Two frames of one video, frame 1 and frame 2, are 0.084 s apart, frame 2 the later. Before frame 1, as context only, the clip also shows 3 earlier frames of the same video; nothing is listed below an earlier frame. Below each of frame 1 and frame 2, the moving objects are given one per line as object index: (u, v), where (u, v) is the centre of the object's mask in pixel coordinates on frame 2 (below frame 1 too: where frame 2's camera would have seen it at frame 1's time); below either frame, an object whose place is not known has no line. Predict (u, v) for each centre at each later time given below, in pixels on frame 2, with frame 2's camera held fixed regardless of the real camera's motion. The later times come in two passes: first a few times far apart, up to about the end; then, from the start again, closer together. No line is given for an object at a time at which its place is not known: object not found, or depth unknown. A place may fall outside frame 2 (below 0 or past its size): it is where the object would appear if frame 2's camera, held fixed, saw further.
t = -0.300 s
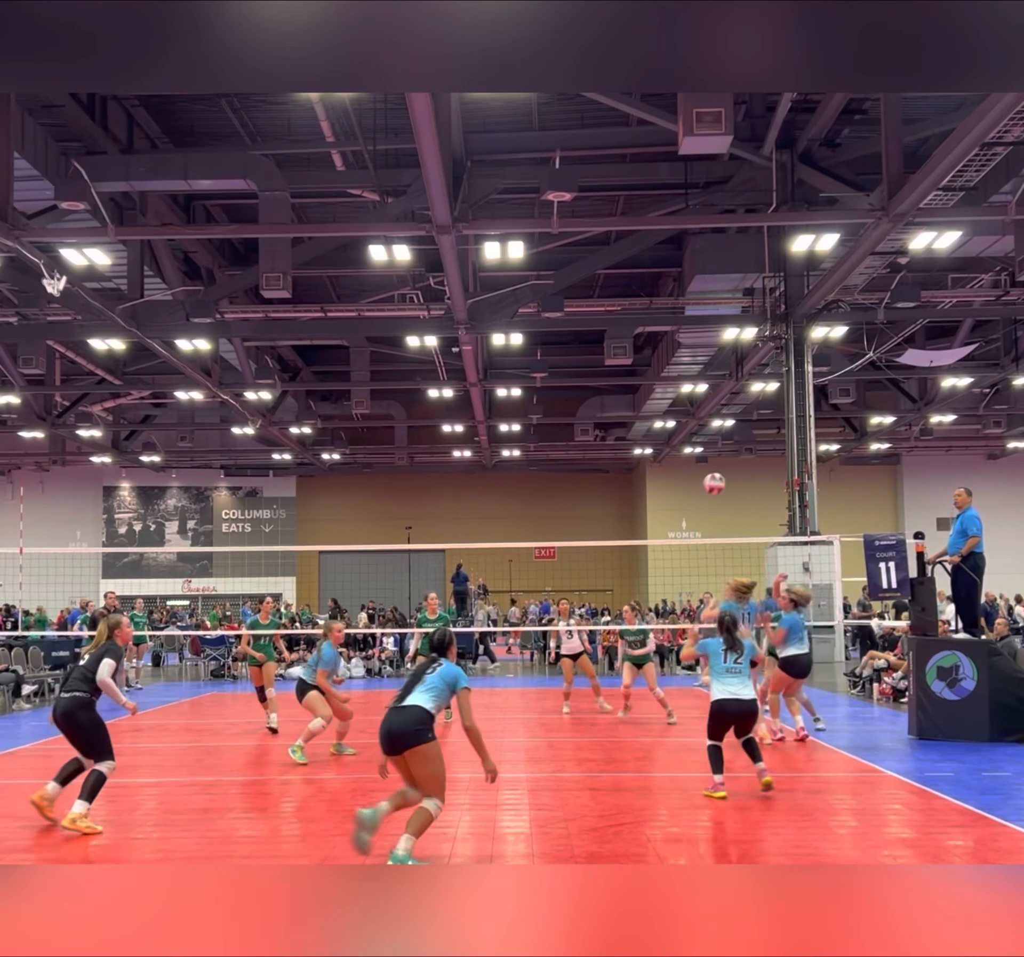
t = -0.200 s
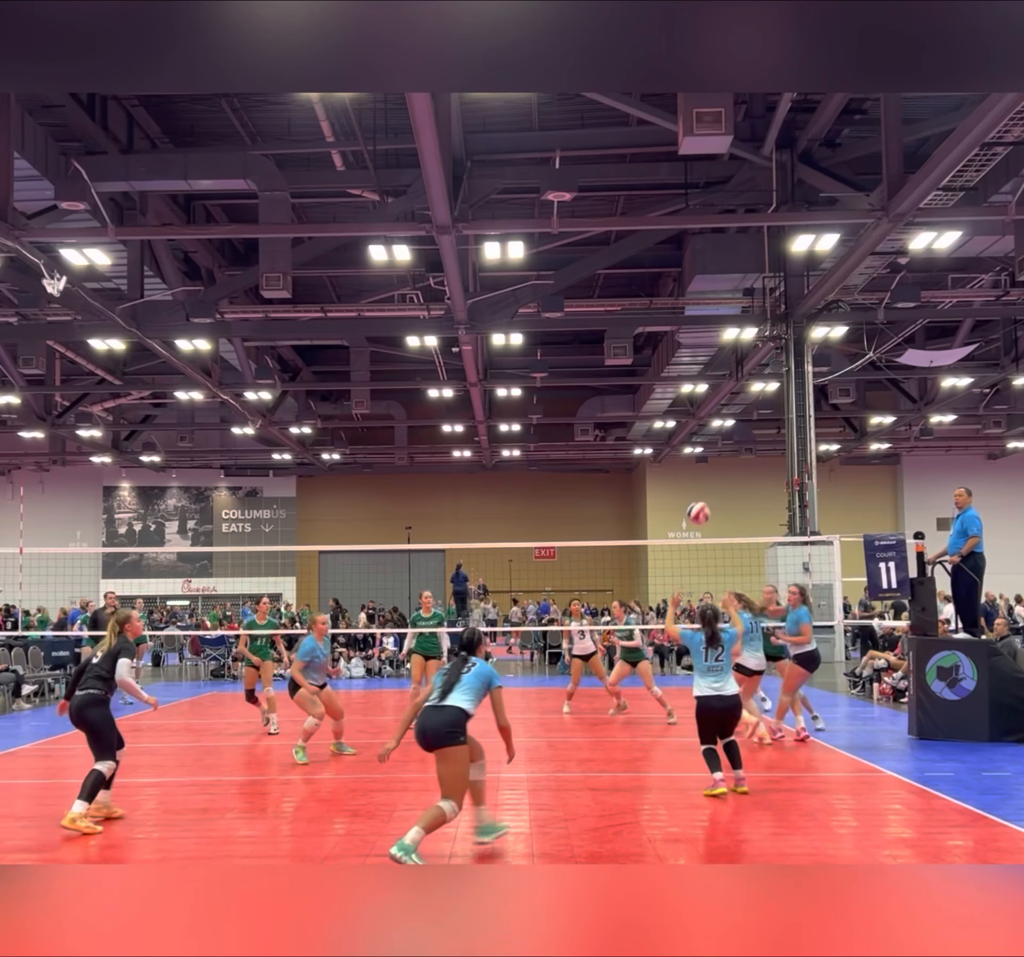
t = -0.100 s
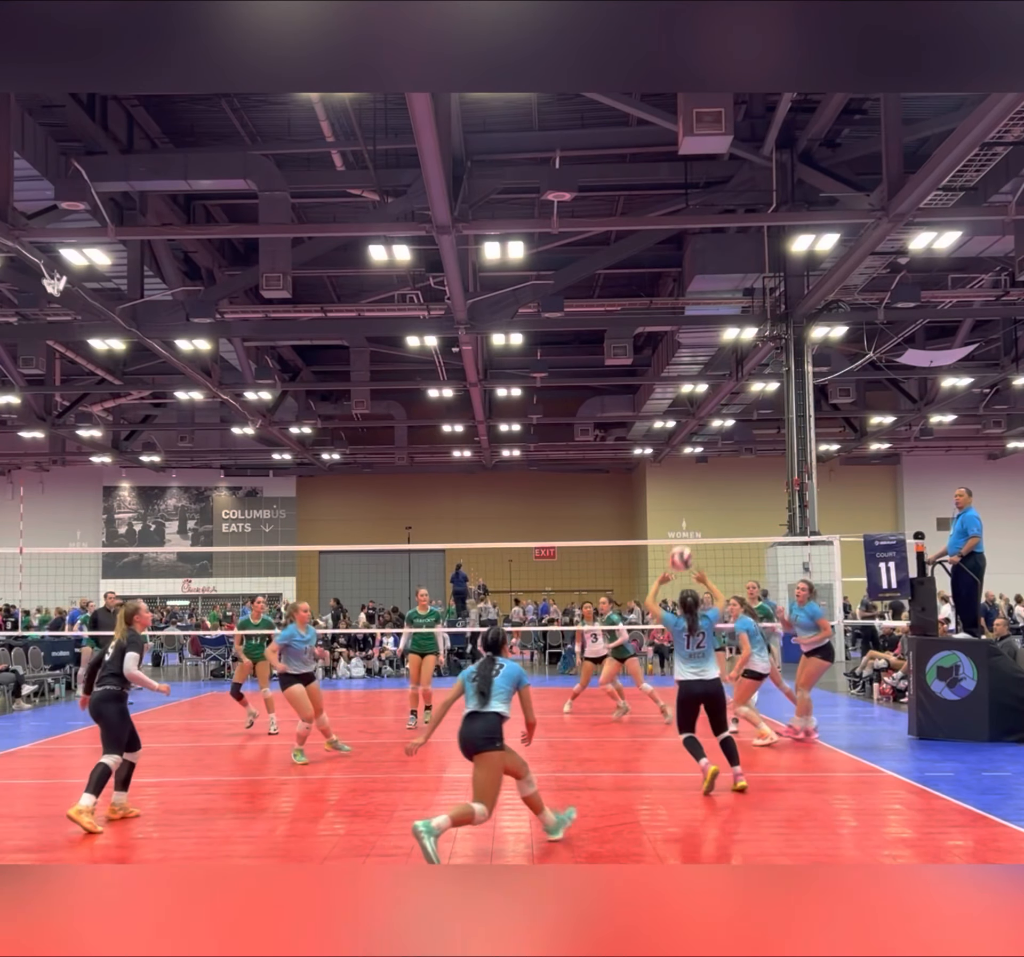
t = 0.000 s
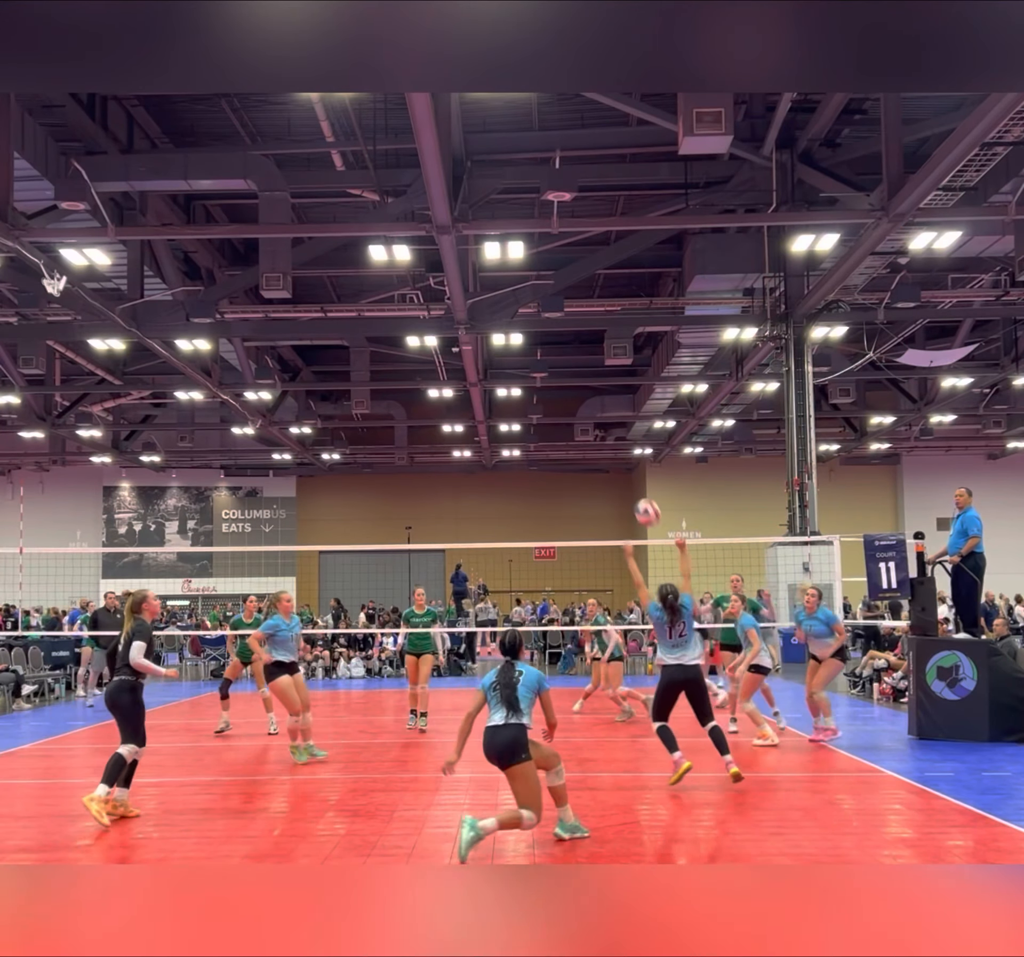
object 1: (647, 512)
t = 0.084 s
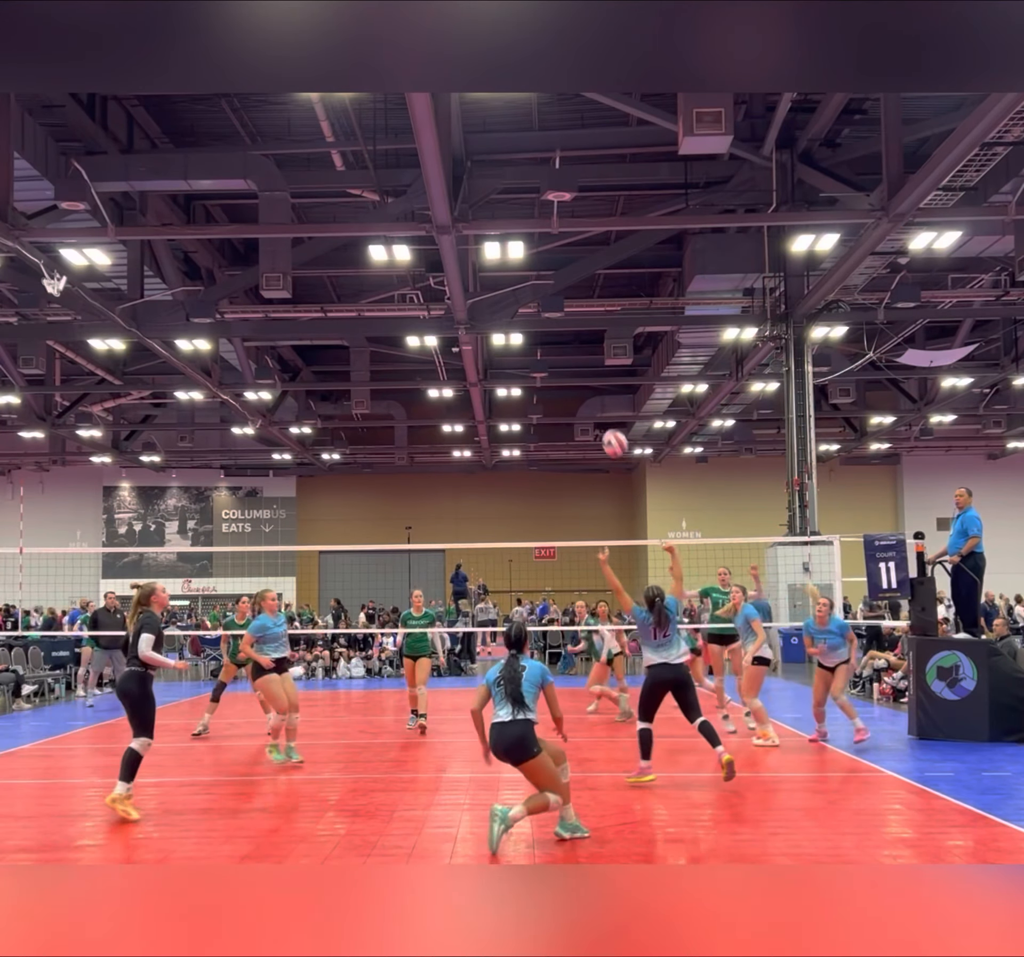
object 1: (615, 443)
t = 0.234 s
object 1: (558, 346)
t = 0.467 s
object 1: (475, 252)
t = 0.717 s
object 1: (395, 222)
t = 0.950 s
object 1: (323, 257)
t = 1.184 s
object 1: (255, 347)
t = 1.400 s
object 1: (196, 477)
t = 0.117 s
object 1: (602, 419)
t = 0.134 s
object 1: (595, 407)
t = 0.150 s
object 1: (589, 396)
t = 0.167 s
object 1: (582, 385)
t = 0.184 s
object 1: (576, 374)
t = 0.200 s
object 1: (570, 364)
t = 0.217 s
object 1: (564, 355)
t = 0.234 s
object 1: (558, 346)
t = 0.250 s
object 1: (552, 337)
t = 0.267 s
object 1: (546, 328)
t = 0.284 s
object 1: (540, 320)
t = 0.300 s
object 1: (534, 312)
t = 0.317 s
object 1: (528, 304)
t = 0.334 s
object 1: (522, 297)
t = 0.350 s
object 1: (516, 291)
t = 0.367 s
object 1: (510, 284)
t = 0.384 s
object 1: (504, 277)
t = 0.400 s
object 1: (499, 272)
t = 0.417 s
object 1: (493, 269)
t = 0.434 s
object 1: (486, 263)
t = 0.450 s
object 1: (481, 257)
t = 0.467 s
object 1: (475, 252)
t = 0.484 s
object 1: (470, 248)
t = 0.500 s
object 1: (465, 244)
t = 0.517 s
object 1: (460, 240)
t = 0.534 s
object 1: (454, 237)
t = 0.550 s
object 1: (448, 234)
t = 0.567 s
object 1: (443, 232)
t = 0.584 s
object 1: (438, 229)
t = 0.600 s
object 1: (432, 227)
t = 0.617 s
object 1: (427, 226)
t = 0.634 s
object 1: (421, 225)
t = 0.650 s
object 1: (417, 223)
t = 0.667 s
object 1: (411, 223)
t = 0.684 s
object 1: (405, 222)
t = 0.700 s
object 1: (400, 222)
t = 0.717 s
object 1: (395, 222)
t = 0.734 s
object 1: (389, 223)
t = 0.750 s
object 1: (384, 224)
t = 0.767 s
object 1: (379, 225)
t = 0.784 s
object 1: (374, 226)
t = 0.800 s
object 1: (369, 228)
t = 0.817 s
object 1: (363, 230)
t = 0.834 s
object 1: (358, 232)
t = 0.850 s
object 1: (353, 235)
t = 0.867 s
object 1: (348, 238)
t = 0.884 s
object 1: (343, 241)
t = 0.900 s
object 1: (338, 245)
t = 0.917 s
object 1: (333, 248)
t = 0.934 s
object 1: (328, 252)
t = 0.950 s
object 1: (323, 257)
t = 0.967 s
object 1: (318, 261)
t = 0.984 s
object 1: (313, 266)
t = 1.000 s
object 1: (308, 272)
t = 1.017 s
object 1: (303, 277)
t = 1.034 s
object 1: (298, 283)
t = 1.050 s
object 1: (294, 288)
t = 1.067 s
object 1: (289, 294)
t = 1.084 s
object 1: (283, 301)
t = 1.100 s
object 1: (279, 308)
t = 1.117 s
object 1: (274, 315)
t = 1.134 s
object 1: (269, 323)
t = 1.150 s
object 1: (264, 330)
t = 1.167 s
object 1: (259, 339)
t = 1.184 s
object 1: (255, 347)
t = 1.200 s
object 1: (250, 355)
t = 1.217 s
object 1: (246, 364)
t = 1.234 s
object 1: (242, 373)
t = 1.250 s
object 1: (236, 382)
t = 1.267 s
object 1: (232, 391)
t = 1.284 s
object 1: (227, 402)
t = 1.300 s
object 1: (223, 411)
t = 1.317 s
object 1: (218, 422)
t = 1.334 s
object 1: (214, 432)
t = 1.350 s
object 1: (209, 443)
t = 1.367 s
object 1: (205, 454)
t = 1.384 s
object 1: (200, 465)
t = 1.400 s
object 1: (196, 477)
